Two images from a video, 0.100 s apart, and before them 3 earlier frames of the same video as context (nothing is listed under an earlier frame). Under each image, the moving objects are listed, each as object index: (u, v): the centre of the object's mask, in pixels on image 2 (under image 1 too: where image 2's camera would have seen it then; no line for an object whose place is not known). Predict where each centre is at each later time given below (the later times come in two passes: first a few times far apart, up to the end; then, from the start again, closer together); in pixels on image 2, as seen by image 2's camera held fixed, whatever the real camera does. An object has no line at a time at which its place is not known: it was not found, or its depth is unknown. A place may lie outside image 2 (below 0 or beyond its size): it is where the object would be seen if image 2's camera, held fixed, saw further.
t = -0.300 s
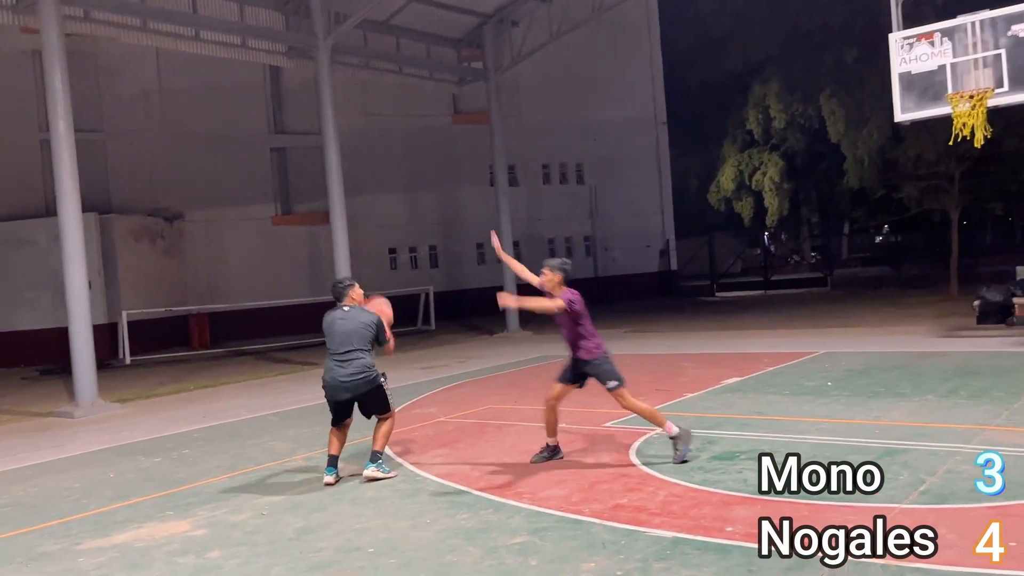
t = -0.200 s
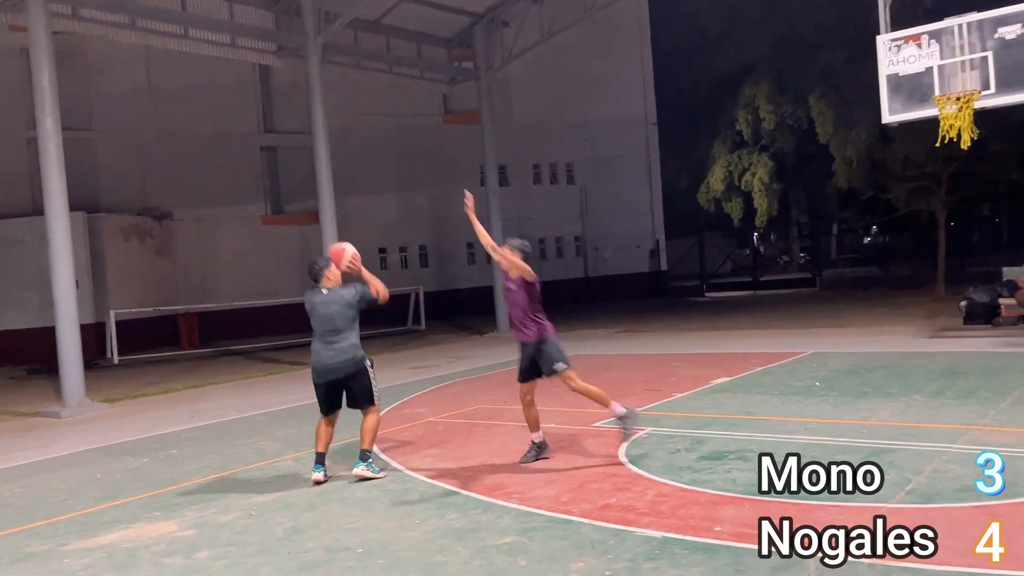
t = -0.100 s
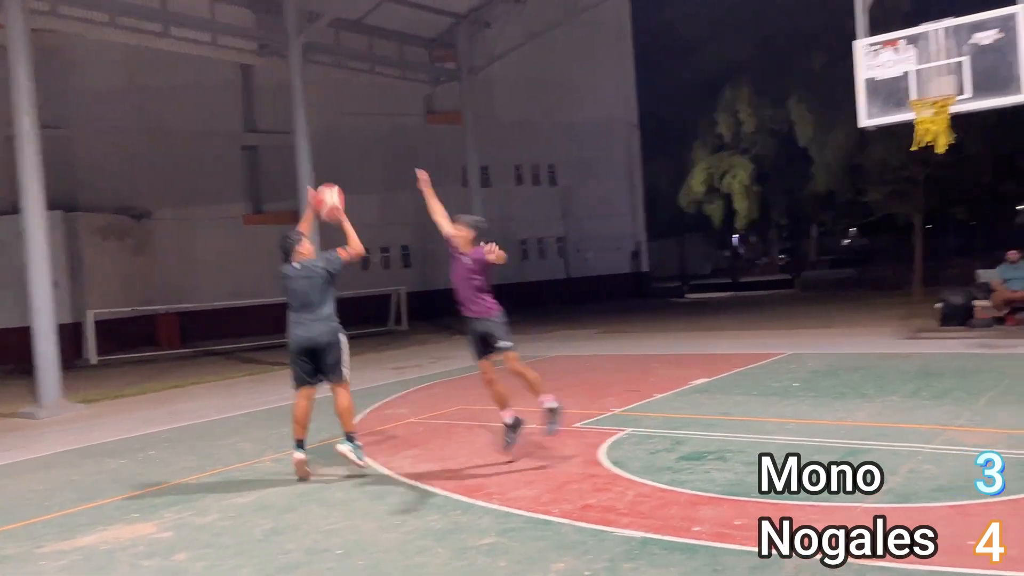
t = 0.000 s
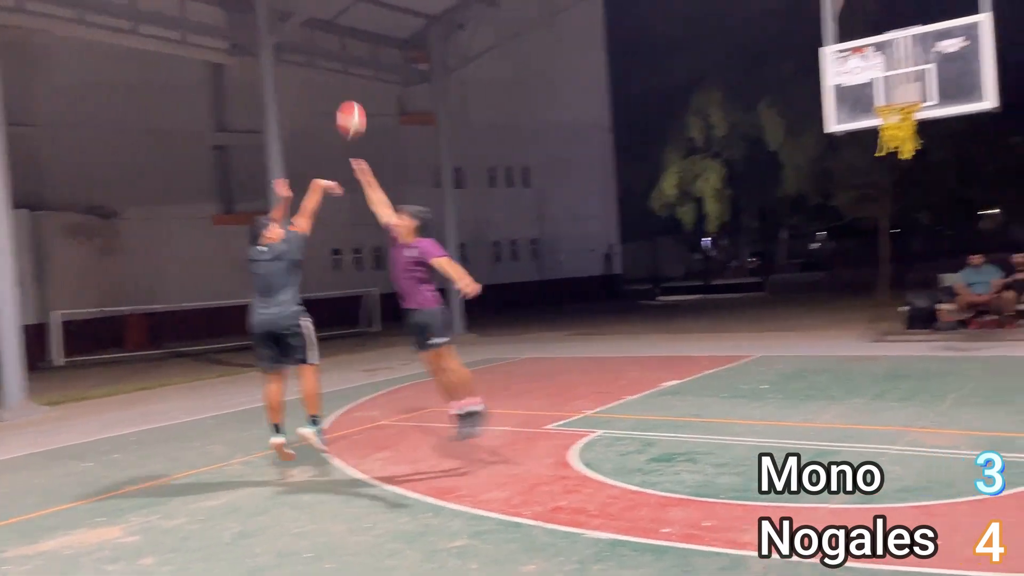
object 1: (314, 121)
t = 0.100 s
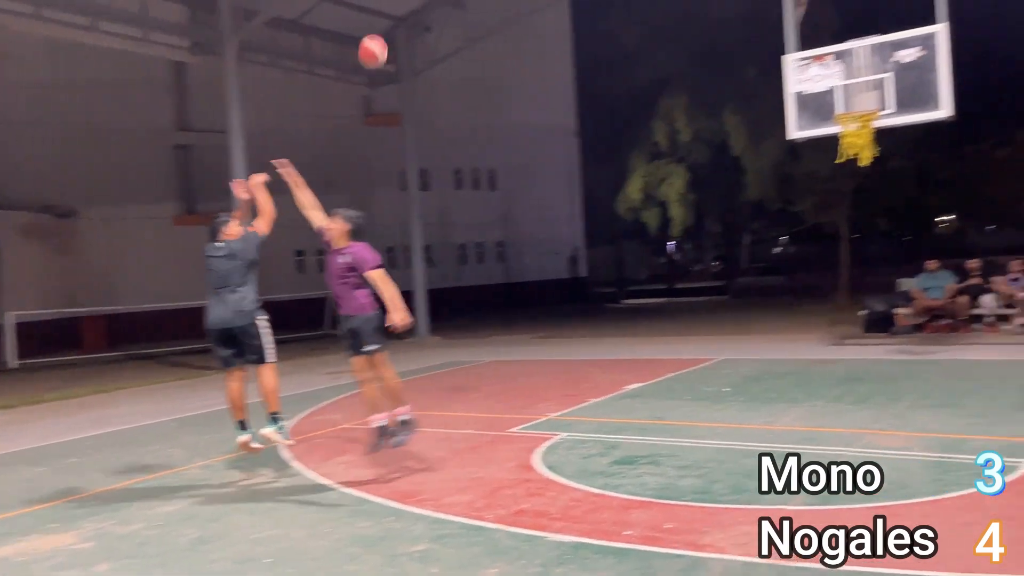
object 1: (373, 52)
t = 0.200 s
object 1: (427, 6)
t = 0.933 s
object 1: (736, -24)
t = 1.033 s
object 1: (769, 6)
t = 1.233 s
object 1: (834, 92)
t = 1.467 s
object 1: (871, 74)
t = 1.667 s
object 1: (878, 50)
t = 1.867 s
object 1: (888, 60)
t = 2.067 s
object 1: (900, 111)
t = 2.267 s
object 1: (913, 209)
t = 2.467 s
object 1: (931, 357)
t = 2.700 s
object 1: (953, 293)
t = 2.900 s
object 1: (980, 207)
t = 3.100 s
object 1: (1012, 163)
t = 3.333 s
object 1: (1059, 176)
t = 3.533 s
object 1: (1104, 250)
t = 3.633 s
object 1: (1132, 310)
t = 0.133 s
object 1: (391, 33)
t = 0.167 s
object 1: (409, 15)
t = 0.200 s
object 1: (427, 6)
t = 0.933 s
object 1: (736, -24)
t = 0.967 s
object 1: (744, -17)
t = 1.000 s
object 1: (756, -6)
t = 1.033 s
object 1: (769, 6)
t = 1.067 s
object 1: (778, 18)
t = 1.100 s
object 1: (791, 31)
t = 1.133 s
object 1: (802, 44)
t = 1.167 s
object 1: (813, 59)
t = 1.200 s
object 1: (822, 76)
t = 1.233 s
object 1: (834, 92)
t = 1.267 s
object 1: (843, 107)
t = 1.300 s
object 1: (856, 107)
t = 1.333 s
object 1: (868, 106)
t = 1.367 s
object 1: (870, 98)
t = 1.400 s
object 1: (870, 89)
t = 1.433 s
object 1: (870, 82)
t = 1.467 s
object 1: (871, 74)
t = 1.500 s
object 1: (873, 67)
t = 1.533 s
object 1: (874, 62)
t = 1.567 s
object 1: (875, 57)
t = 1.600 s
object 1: (876, 54)
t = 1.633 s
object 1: (877, 51)
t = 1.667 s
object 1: (878, 50)
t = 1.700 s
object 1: (880, 49)
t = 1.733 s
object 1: (881, 49)
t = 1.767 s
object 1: (883, 50)
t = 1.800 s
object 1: (884, 53)
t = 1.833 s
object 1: (886, 56)
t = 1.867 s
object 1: (888, 60)
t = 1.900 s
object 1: (889, 66)
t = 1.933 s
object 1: (892, 72)
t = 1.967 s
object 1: (894, 81)
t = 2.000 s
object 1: (896, 89)
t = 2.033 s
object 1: (898, 100)
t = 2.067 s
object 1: (900, 111)
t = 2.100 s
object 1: (903, 126)
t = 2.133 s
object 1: (905, 139)
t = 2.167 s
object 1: (907, 155)
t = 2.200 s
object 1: (909, 172)
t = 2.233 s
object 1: (911, 190)
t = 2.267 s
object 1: (913, 209)
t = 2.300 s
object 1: (916, 230)
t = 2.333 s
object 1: (919, 252)
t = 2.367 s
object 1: (922, 274)
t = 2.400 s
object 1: (924, 302)
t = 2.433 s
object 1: (928, 329)
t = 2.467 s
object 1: (931, 357)
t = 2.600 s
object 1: (943, 348)
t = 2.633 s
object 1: (946, 327)
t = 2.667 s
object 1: (949, 311)
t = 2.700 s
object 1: (953, 293)
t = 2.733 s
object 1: (957, 274)
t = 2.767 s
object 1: (962, 260)
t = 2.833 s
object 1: (971, 231)
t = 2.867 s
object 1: (975, 219)
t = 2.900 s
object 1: (980, 207)
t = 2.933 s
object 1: (985, 197)
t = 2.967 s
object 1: (990, 188)
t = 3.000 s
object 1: (995, 179)
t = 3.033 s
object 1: (1001, 173)
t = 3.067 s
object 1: (1006, 167)
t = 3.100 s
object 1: (1012, 163)
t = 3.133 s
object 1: (1018, 161)
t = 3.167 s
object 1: (1025, 160)
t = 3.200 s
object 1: (1031, 160)
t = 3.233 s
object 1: (1038, 161)
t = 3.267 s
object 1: (1044, 165)
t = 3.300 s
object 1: (1051, 170)
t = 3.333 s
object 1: (1059, 176)
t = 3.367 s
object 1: (1068, 184)
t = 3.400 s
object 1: (1073, 194)
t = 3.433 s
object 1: (1079, 205)
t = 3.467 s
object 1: (1086, 219)
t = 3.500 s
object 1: (1095, 233)
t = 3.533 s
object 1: (1104, 250)
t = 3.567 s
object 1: (1113, 269)
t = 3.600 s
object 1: (1121, 290)
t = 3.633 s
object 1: (1132, 310)
